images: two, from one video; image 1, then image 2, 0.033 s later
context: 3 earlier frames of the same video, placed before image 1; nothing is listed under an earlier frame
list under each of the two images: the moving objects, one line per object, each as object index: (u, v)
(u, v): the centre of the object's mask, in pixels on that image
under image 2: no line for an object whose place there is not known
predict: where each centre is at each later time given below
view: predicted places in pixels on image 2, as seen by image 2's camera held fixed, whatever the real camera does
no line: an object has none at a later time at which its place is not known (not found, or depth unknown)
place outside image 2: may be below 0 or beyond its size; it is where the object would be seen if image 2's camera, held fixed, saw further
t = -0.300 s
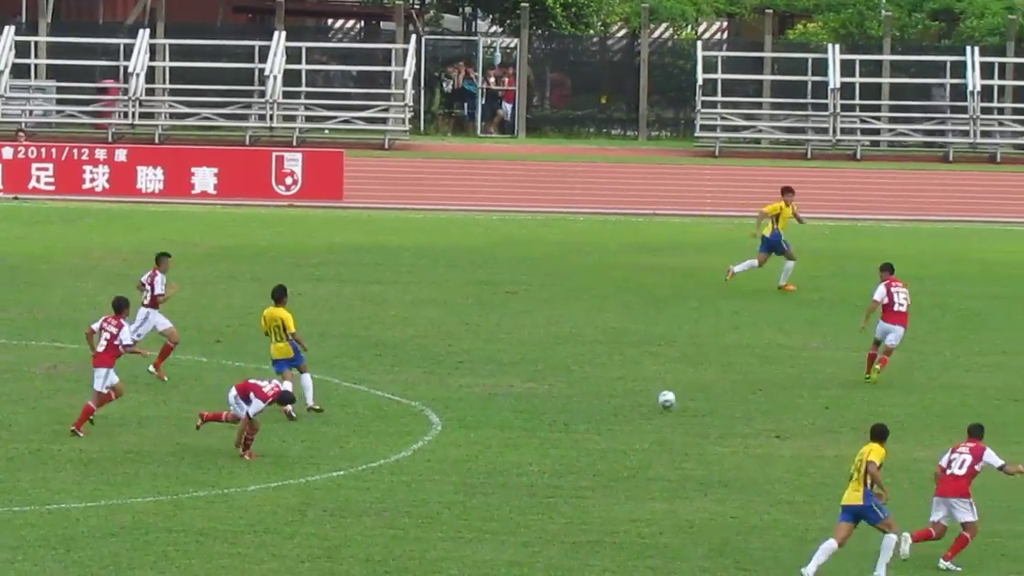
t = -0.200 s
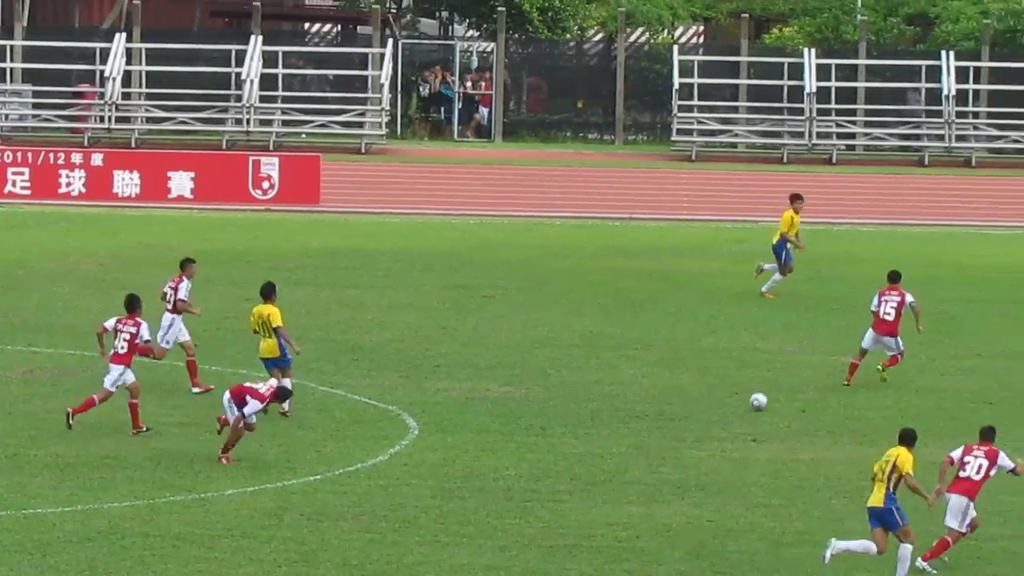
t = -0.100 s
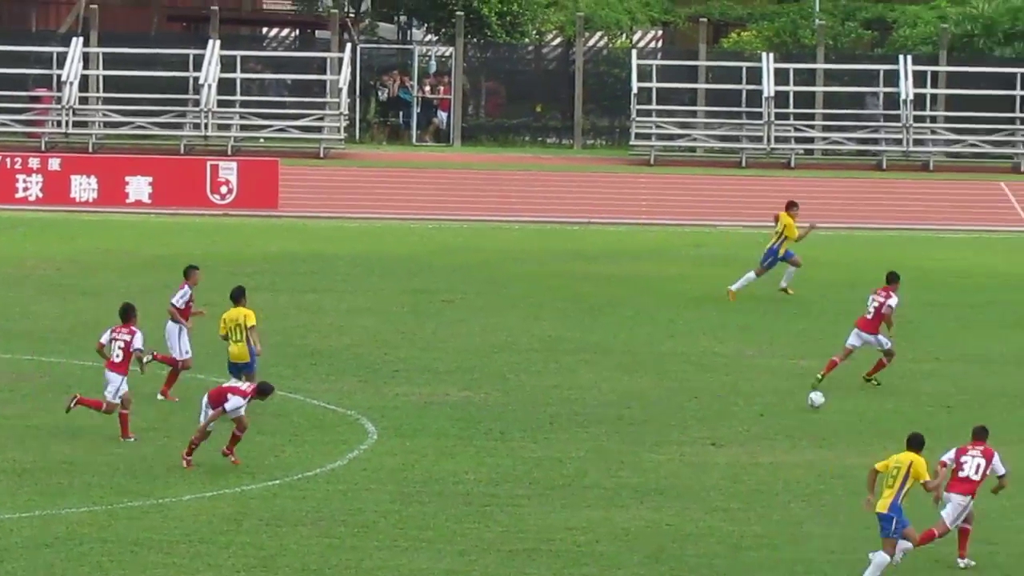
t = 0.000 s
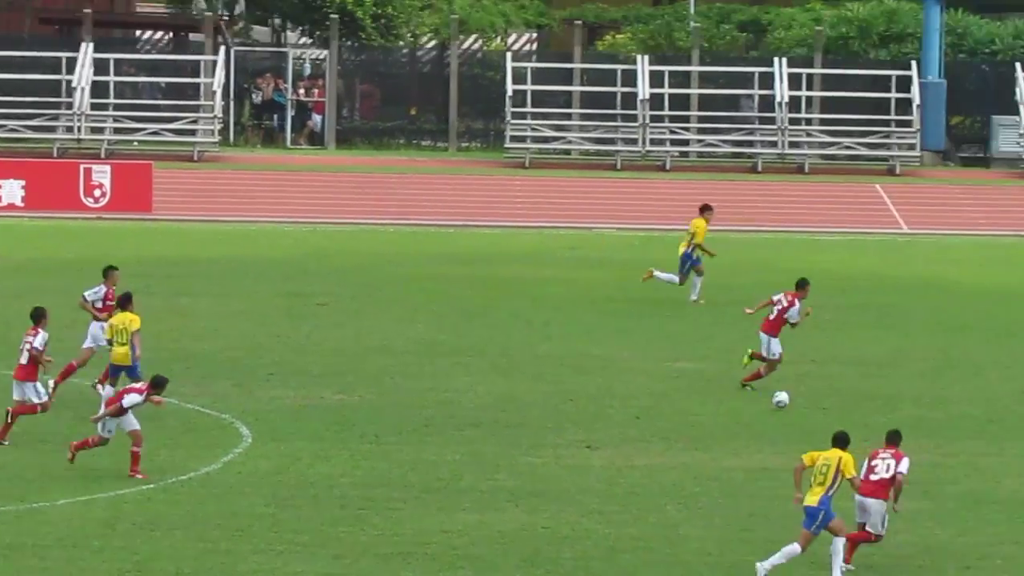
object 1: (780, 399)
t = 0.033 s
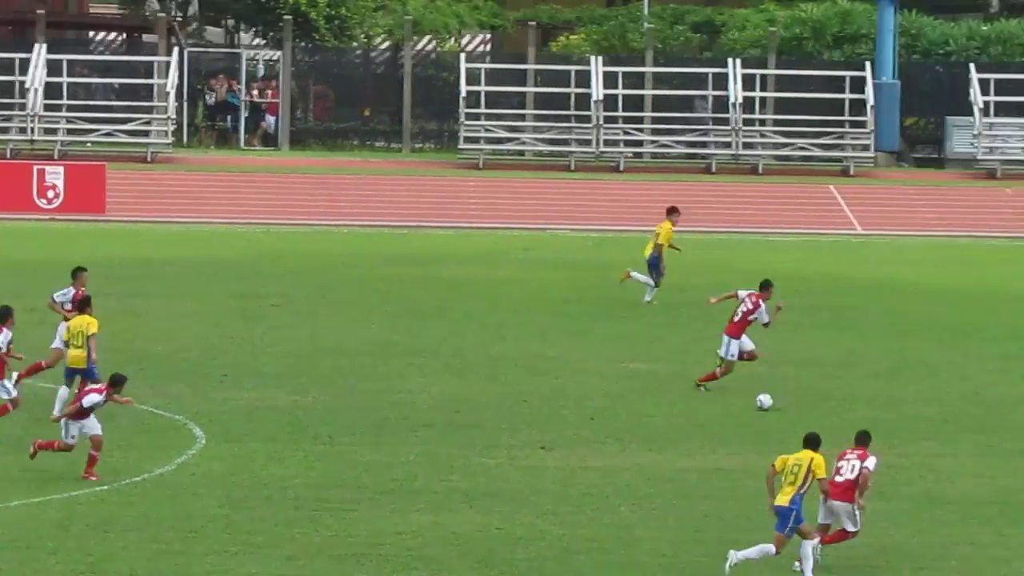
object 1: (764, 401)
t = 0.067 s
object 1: (793, 403)
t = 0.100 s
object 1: (822, 402)
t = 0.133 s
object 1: (849, 402)
